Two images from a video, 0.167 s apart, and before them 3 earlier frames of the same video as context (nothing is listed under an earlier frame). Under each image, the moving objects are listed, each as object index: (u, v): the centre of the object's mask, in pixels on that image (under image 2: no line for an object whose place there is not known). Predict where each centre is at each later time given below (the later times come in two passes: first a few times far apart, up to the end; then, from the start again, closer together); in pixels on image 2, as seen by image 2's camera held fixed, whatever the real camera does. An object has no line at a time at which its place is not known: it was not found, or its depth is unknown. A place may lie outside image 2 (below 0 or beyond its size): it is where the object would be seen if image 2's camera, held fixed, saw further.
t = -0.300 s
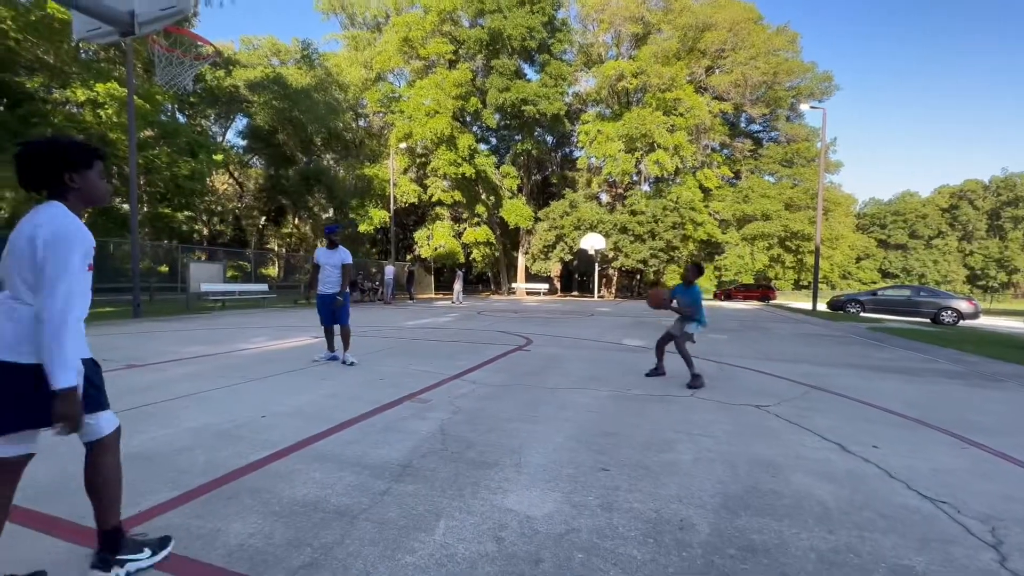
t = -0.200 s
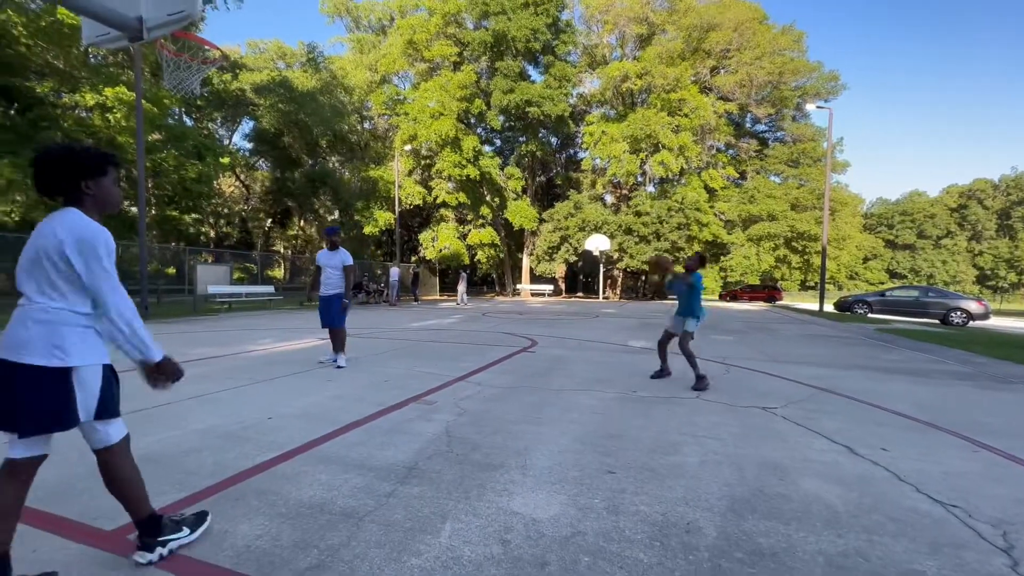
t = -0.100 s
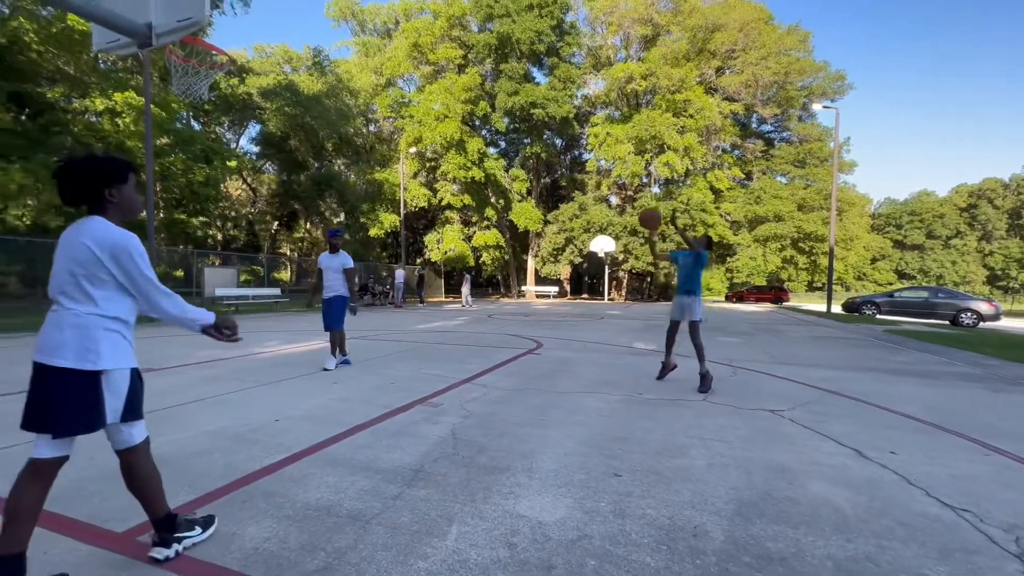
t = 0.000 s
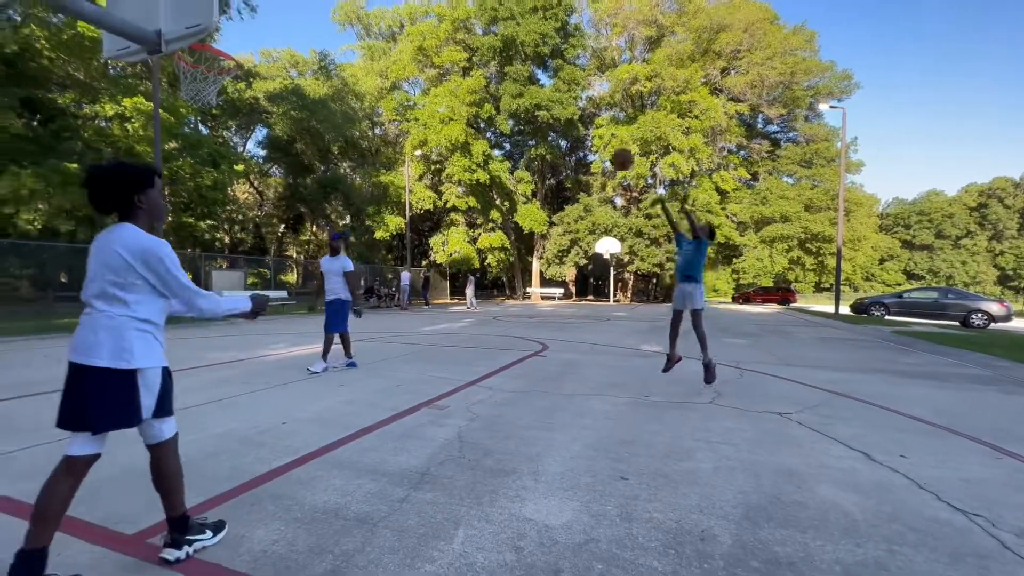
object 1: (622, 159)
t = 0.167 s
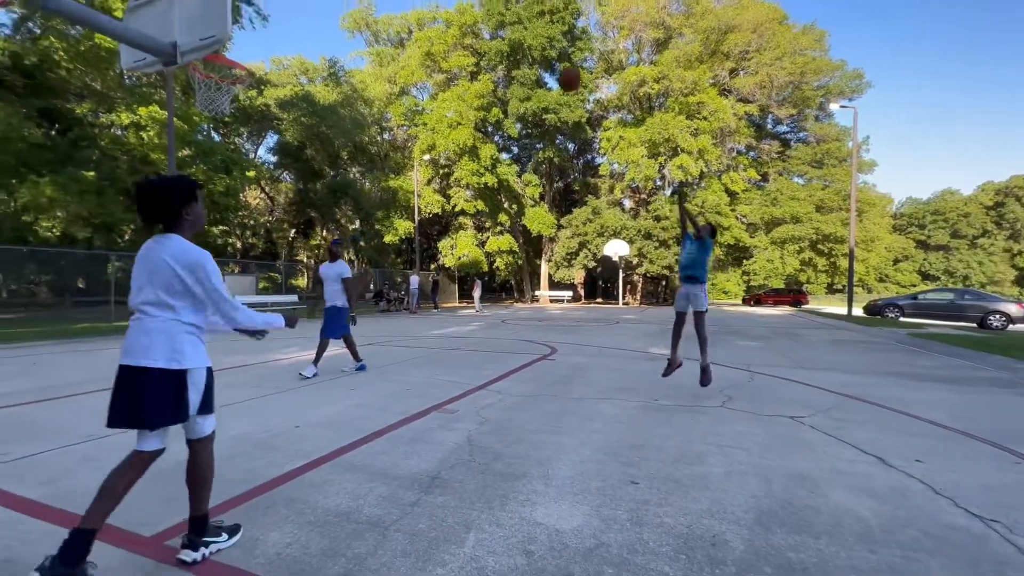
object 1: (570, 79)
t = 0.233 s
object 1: (545, 54)
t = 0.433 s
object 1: (466, -1)
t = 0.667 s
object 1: (372, -11)
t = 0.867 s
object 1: (284, 12)
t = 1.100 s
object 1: (249, 47)
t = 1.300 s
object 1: (319, 91)
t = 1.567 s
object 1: (402, 206)
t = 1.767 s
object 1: (456, 326)
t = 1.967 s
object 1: (495, 337)
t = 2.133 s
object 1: (519, 283)
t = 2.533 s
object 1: (573, 265)
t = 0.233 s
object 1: (545, 54)
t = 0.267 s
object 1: (531, 39)
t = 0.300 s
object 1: (518, 28)
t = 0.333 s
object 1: (505, 18)
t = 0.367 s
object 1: (492, 10)
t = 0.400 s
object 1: (480, 4)
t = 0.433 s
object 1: (466, -1)
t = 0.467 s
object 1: (453, -3)
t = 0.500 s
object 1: (440, -6)
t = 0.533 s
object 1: (427, -8)
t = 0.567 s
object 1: (413, -10)
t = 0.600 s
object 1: (399, -11)
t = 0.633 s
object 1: (386, -11)
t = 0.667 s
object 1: (372, -11)
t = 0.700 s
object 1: (357, -11)
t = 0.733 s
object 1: (343, -10)
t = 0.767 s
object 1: (328, -8)
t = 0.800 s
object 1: (313, -3)
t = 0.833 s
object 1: (298, 4)
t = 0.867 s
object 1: (284, 12)
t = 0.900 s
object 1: (268, 22)
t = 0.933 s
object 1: (253, 34)
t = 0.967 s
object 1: (241, 48)
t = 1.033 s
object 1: (233, 50)
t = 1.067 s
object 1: (240, 47)
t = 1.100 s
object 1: (249, 47)
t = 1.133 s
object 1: (262, 51)
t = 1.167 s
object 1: (274, 57)
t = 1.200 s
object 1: (286, 64)
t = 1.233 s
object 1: (297, 72)
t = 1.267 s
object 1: (309, 80)
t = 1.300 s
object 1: (319, 91)
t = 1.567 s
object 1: (402, 206)
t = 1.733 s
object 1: (447, 303)
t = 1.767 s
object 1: (456, 326)
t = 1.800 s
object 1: (465, 349)
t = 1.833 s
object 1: (474, 373)
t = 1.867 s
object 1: (481, 383)
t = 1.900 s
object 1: (486, 366)
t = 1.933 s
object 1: (490, 351)
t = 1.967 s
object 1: (495, 337)
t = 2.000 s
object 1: (500, 324)
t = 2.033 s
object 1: (505, 312)
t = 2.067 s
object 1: (510, 301)
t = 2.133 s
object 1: (519, 283)
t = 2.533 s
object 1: (573, 265)
